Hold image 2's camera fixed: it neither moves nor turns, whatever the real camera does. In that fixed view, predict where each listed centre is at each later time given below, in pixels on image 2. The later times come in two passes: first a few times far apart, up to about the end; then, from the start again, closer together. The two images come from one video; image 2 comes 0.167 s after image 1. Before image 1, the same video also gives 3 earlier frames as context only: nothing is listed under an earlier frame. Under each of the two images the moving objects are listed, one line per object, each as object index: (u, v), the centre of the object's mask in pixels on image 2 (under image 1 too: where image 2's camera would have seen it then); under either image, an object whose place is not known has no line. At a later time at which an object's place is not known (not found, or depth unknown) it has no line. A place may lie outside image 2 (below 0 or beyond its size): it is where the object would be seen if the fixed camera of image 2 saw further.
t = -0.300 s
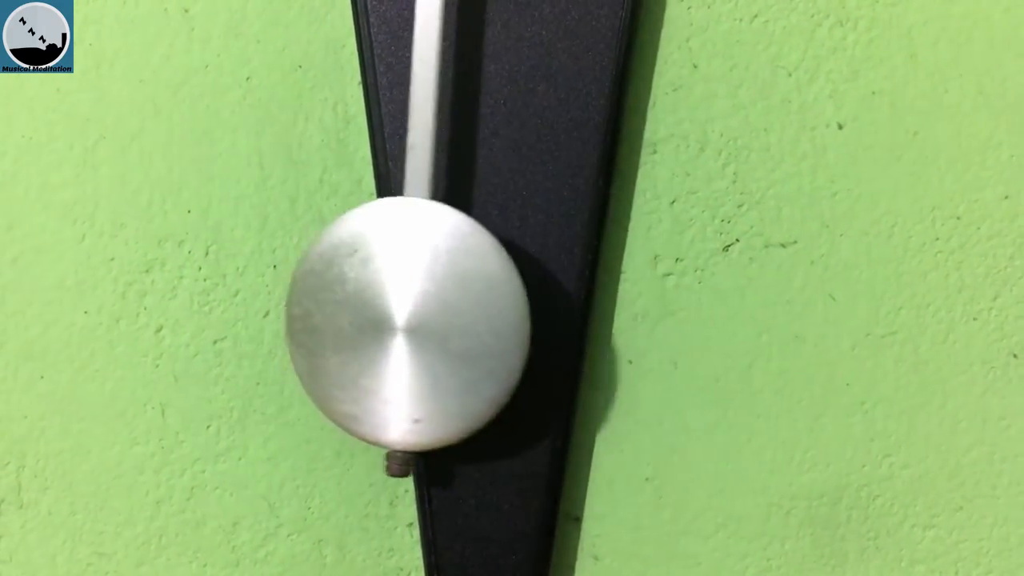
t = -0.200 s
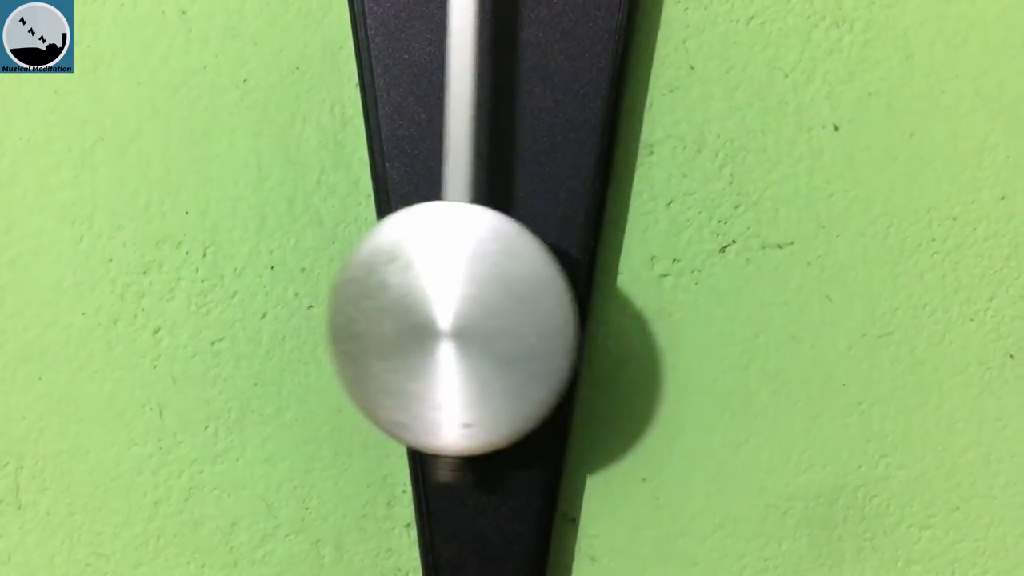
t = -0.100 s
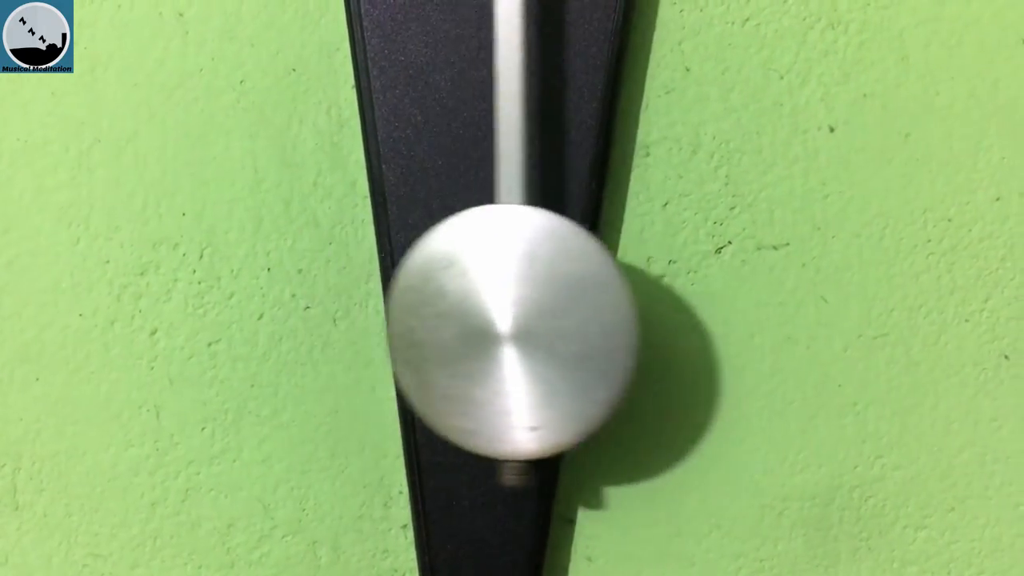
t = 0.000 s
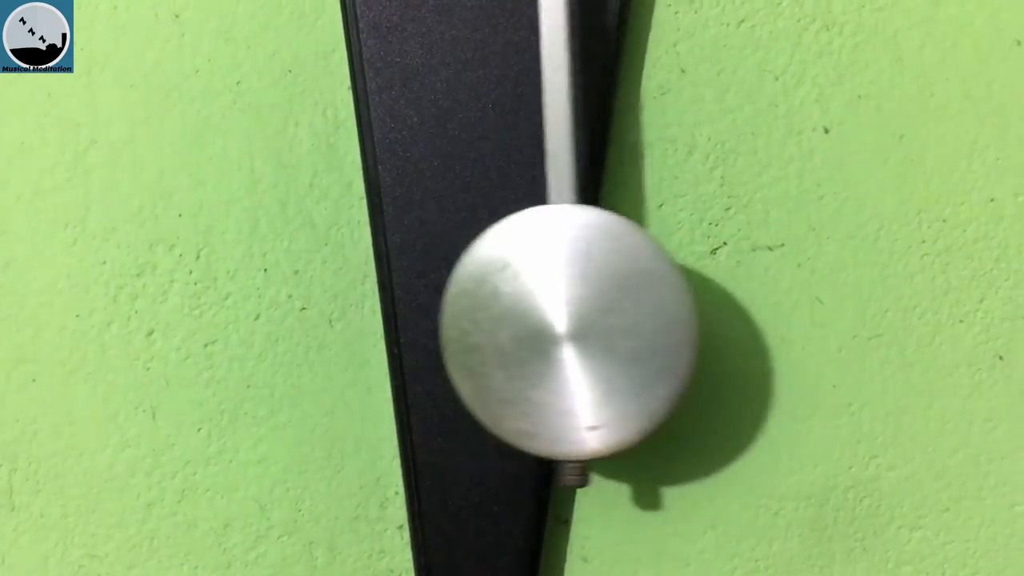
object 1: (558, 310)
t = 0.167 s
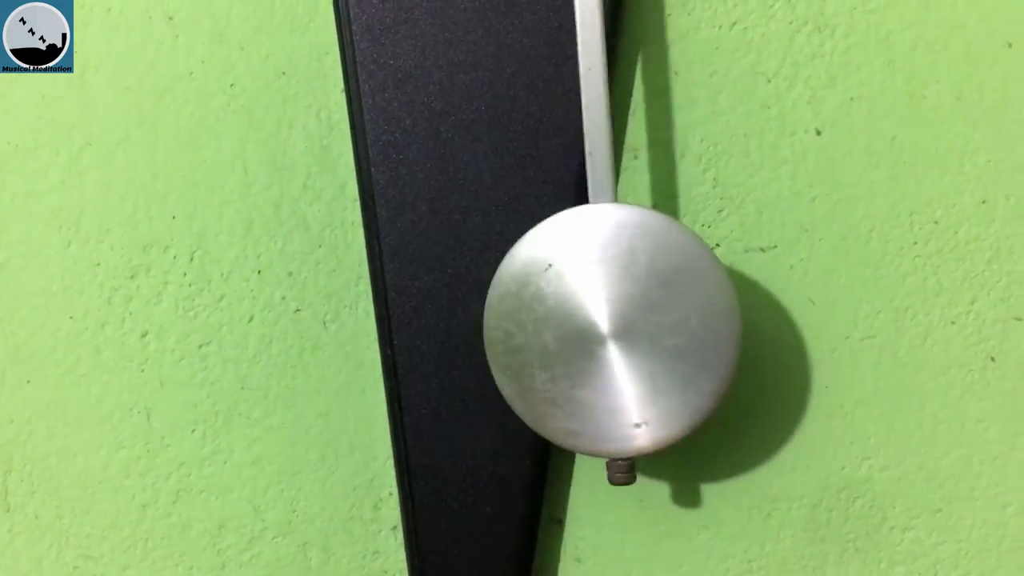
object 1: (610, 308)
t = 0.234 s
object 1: (604, 308)
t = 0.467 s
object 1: (492, 304)
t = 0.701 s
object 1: (377, 305)
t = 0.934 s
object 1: (421, 307)
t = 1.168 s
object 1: (565, 305)
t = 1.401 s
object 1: (610, 304)
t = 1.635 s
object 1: (496, 305)
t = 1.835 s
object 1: (387, 306)
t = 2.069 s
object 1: (400, 307)
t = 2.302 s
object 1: (537, 306)
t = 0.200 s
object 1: (609, 308)
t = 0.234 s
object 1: (604, 308)
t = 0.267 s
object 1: (595, 308)
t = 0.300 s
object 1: (583, 307)
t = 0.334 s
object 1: (568, 306)
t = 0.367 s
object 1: (551, 306)
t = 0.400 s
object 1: (532, 306)
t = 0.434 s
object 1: (512, 306)
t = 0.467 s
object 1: (492, 304)
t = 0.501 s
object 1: (471, 304)
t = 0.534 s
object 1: (451, 303)
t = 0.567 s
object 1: (432, 303)
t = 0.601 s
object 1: (415, 299)
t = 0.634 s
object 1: (399, 304)
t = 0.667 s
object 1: (386, 304)
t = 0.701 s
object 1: (377, 305)
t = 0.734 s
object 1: (372, 305)
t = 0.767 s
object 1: (371, 306)
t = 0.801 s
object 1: (373, 306)
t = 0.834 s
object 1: (380, 306)
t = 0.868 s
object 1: (390, 307)
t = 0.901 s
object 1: (404, 307)
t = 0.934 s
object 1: (421, 307)
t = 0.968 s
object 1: (440, 307)
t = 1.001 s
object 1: (460, 308)
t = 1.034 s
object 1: (482, 306)
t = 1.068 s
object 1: (503, 306)
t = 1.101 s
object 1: (525, 307)
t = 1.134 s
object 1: (546, 305)
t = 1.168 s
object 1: (565, 305)
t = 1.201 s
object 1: (581, 305)
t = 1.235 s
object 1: (596, 305)
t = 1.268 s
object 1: (606, 304)
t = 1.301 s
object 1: (613, 304)
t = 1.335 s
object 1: (616, 304)
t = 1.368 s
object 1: (615, 304)
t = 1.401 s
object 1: (610, 304)
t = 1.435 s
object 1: (602, 304)
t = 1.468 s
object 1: (589, 303)
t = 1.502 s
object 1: (574, 303)
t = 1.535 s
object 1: (556, 304)
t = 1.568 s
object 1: (536, 304)
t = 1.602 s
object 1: (516, 305)
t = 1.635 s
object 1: (496, 305)
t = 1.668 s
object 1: (475, 303)
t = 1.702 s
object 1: (454, 303)
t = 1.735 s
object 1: (434, 305)
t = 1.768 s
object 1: (416, 305)
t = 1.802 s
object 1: (400, 306)
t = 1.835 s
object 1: (387, 306)
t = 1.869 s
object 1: (378, 306)
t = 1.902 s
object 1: (372, 307)
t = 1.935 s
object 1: (370, 307)
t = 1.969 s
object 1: (372, 307)
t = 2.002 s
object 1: (378, 308)
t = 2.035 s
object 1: (387, 307)
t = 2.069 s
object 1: (400, 307)
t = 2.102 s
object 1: (416, 307)
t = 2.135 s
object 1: (434, 309)
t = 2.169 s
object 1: (454, 307)
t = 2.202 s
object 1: (475, 306)
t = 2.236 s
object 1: (497, 306)
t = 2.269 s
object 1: (517, 306)
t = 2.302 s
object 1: (537, 306)
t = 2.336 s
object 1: (556, 306)
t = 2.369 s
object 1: (573, 306)
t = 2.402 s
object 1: (588, 306)
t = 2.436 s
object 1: (599, 306)
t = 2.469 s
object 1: (607, 306)
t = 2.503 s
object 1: (611, 307)
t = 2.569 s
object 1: (607, 308)
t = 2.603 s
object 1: (599, 308)
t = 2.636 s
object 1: (588, 308)
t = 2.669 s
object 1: (574, 308)
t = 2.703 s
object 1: (556, 308)
